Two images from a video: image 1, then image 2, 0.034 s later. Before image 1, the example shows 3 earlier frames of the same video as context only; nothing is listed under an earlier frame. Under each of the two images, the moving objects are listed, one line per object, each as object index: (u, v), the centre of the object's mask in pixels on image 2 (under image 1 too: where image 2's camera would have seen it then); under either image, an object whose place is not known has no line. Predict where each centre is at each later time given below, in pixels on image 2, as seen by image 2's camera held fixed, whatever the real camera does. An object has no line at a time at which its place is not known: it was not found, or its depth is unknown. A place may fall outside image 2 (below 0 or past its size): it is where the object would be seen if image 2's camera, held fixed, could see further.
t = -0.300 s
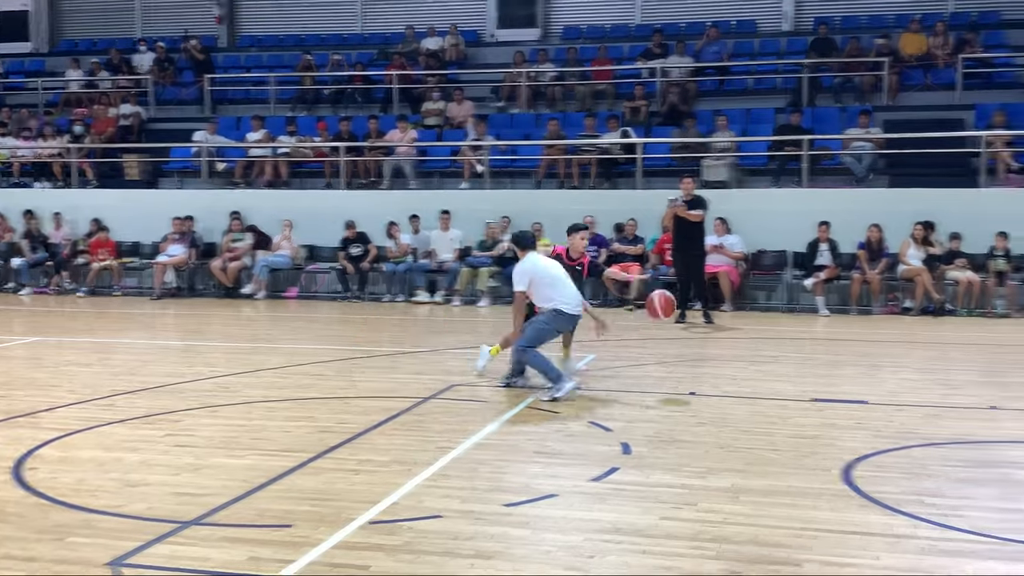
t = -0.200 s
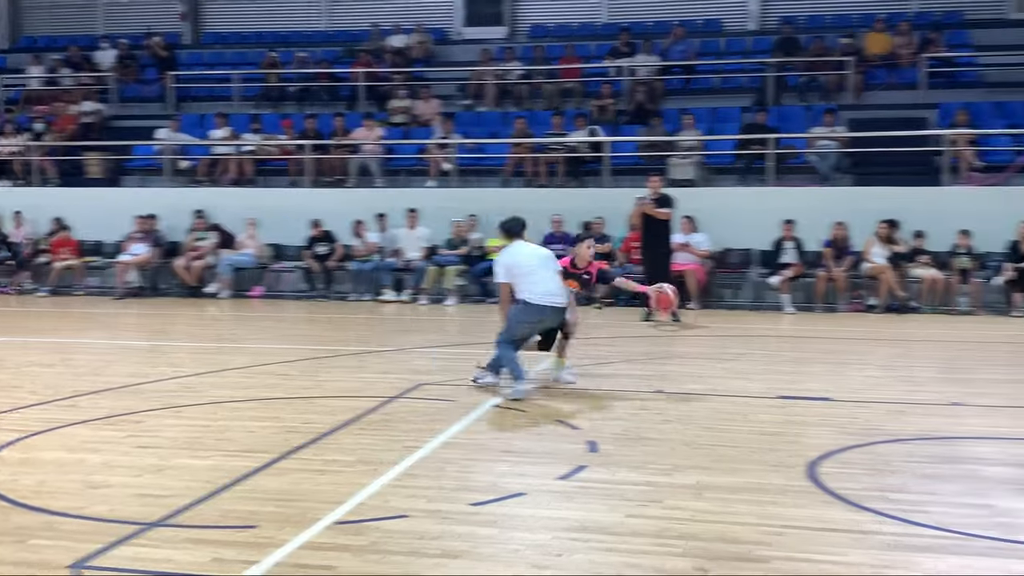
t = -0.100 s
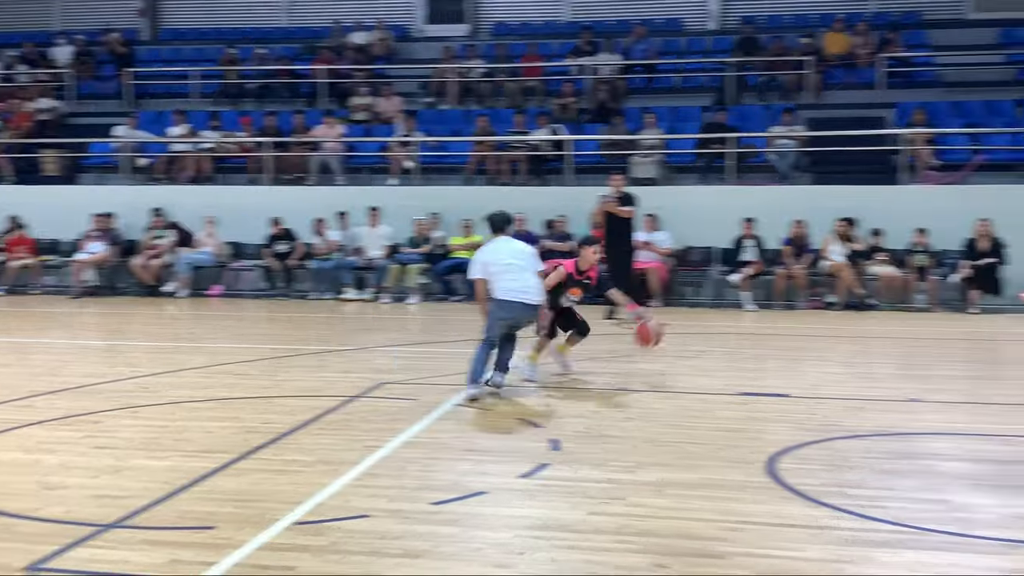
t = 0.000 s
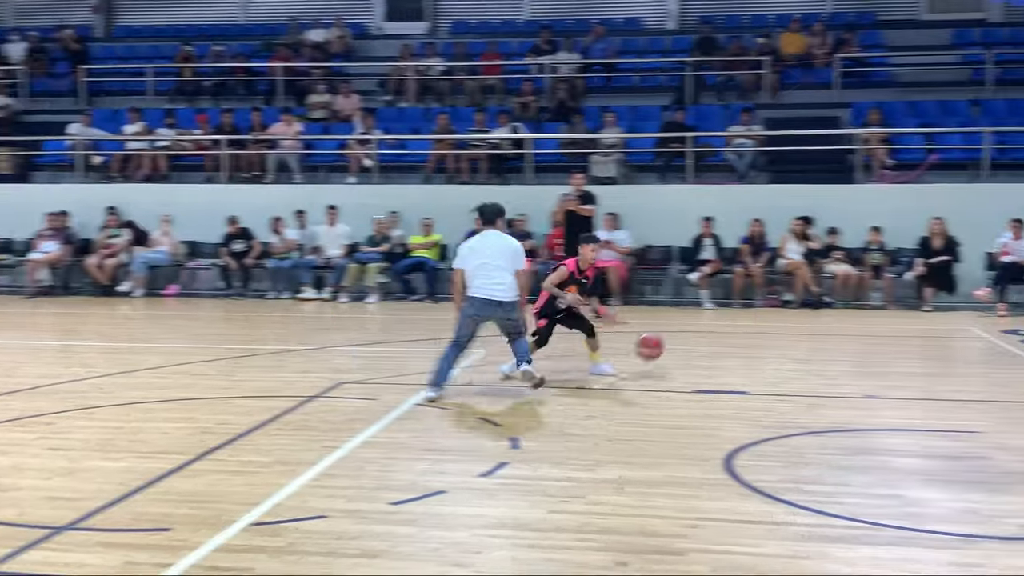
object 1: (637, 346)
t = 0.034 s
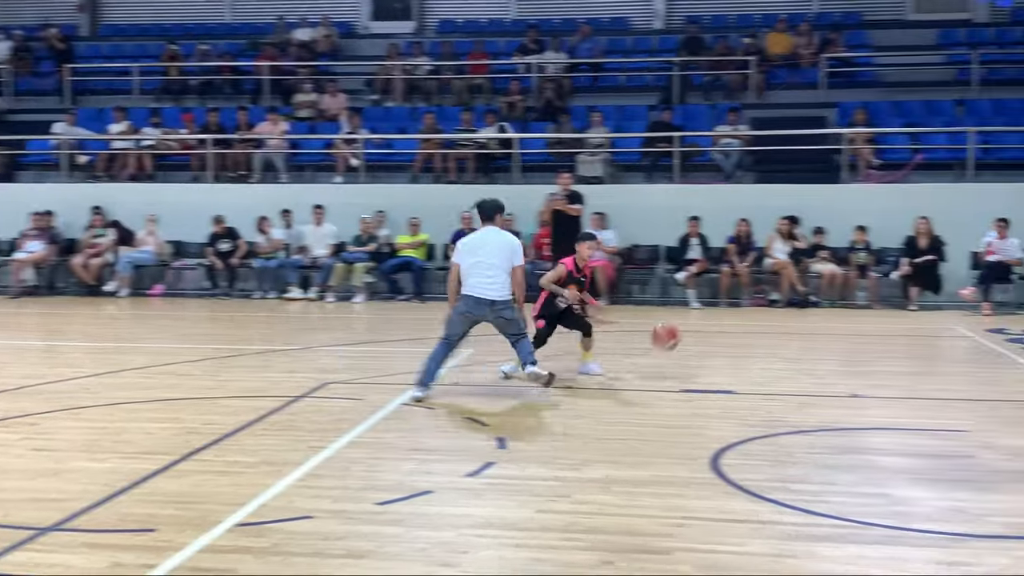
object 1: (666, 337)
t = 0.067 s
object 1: (695, 328)
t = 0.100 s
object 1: (724, 321)
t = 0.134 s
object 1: (751, 315)
